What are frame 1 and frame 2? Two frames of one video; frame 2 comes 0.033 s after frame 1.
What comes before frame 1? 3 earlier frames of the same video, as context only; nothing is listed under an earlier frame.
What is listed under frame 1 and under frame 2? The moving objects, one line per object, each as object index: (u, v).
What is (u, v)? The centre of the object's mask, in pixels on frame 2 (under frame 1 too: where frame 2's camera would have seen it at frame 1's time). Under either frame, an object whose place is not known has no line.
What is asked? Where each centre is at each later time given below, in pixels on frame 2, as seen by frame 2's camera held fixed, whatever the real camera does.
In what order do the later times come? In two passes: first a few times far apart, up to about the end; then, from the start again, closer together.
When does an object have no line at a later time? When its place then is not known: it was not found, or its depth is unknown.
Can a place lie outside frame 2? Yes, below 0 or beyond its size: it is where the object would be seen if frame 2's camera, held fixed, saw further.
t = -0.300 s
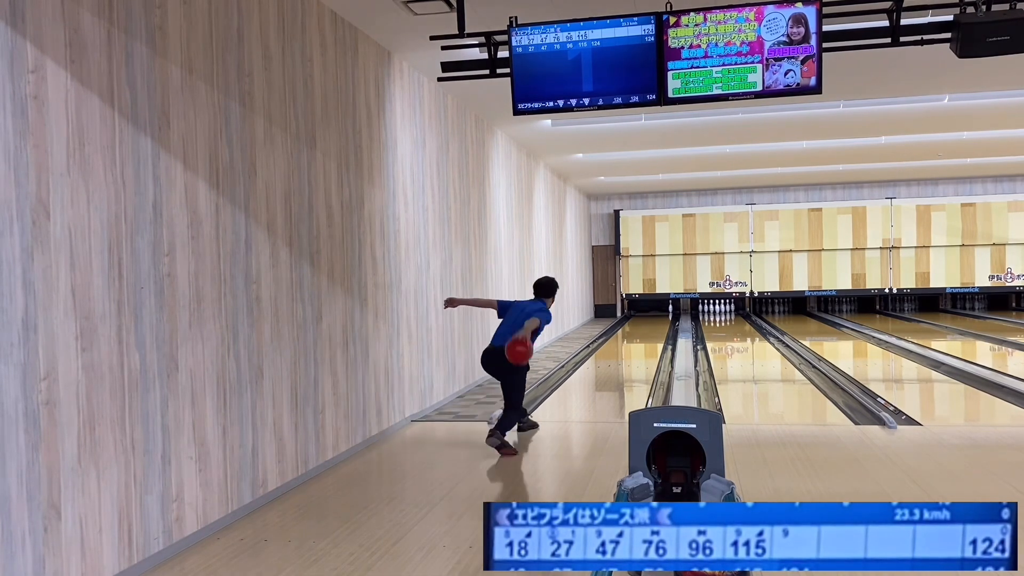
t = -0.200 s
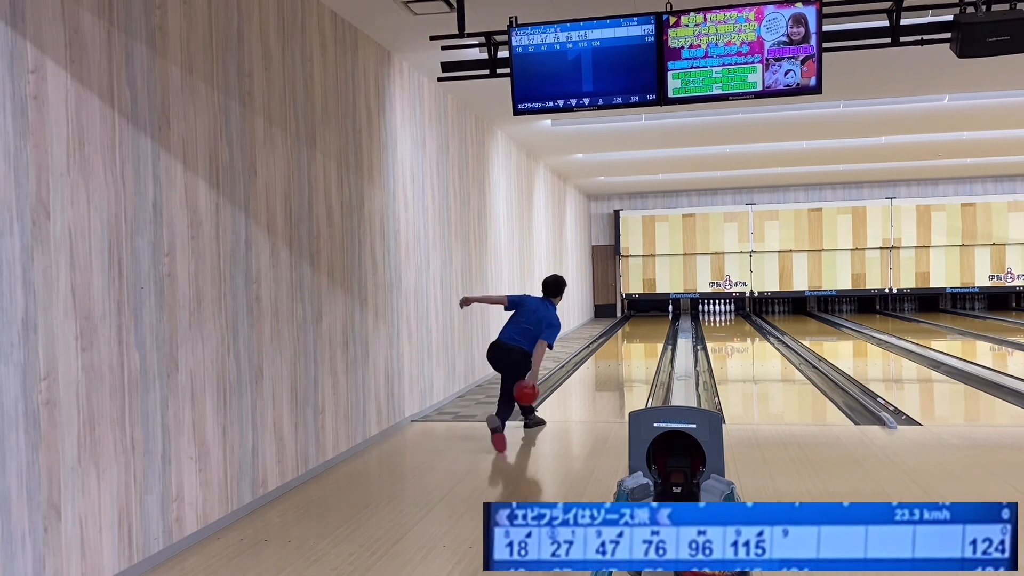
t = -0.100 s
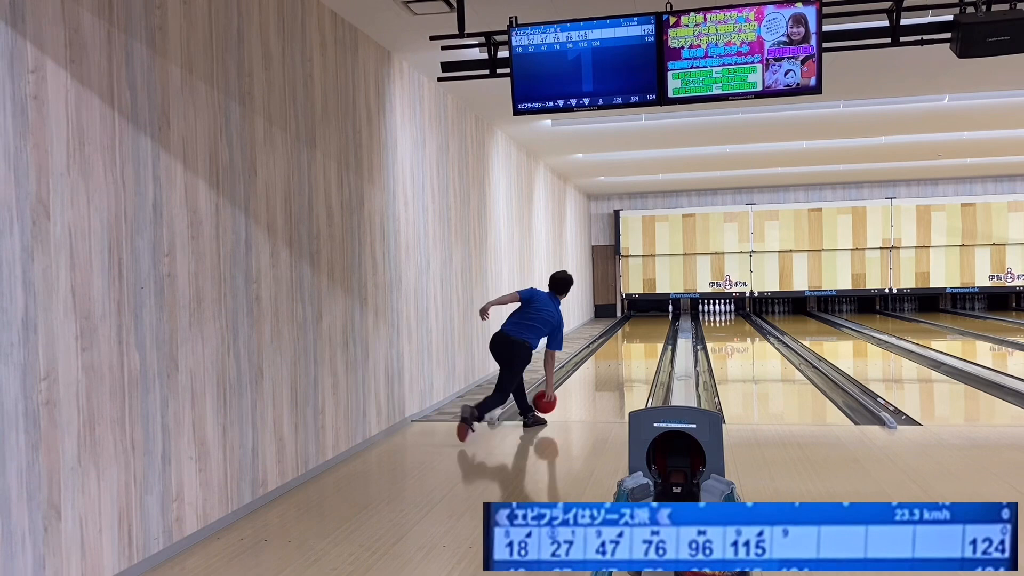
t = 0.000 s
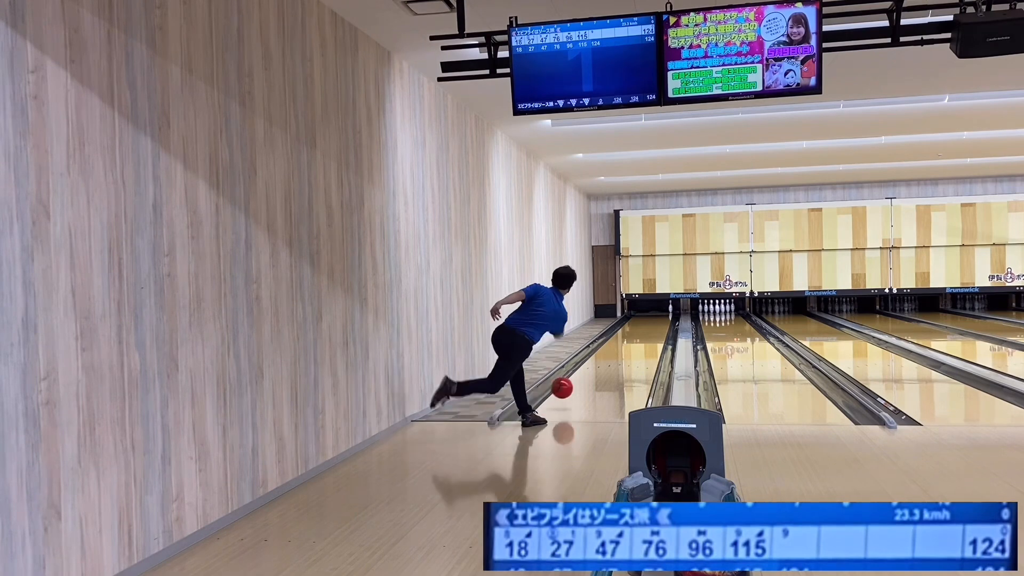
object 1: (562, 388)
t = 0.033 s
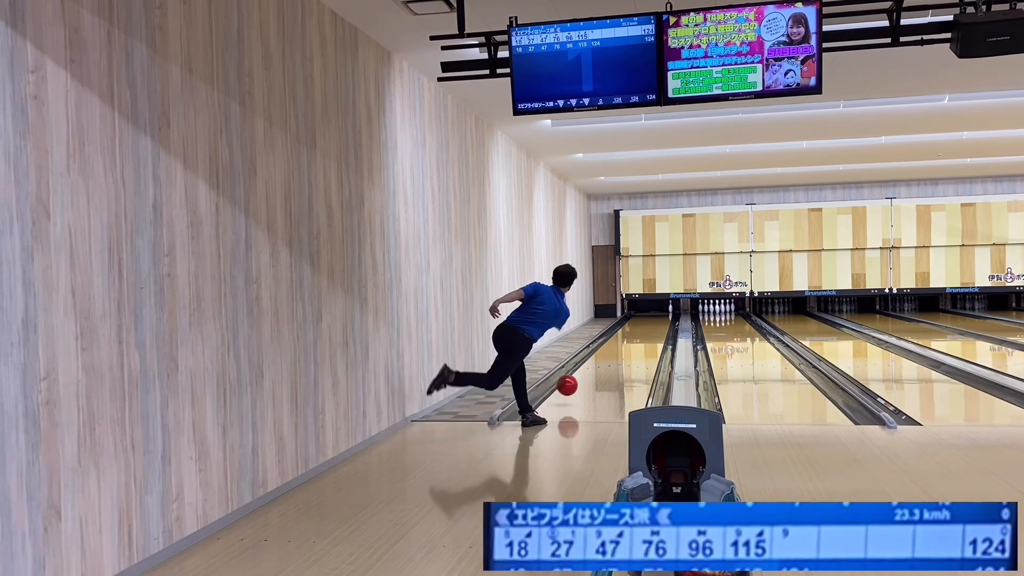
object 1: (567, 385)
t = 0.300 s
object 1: (599, 371)
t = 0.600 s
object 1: (622, 352)
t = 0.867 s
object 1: (637, 340)
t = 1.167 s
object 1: (649, 331)
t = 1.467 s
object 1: (658, 323)
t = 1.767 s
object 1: (665, 317)
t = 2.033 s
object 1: (669, 313)
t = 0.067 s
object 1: (572, 384)
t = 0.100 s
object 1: (576, 383)
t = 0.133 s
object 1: (581, 384)
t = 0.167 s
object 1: (585, 381)
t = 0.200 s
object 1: (589, 378)
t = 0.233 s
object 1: (592, 376)
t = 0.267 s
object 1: (596, 373)
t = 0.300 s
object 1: (599, 371)
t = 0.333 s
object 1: (602, 368)
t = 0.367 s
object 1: (605, 366)
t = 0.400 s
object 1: (608, 364)
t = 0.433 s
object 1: (610, 362)
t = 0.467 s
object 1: (613, 360)
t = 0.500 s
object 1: (615, 358)
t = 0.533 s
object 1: (618, 356)
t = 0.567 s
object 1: (620, 354)
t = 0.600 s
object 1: (622, 352)
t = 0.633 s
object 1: (624, 350)
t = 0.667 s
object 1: (626, 349)
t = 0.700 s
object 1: (628, 347)
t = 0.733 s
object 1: (630, 346)
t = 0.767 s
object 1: (632, 344)
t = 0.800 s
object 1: (634, 343)
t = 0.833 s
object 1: (635, 342)
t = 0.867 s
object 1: (637, 340)
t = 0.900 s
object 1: (638, 339)
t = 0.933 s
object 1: (640, 338)
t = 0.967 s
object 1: (641, 337)
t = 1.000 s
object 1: (643, 336)
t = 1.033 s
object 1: (644, 335)
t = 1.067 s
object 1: (646, 334)
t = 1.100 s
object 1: (647, 333)
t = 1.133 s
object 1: (648, 332)
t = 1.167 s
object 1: (649, 331)
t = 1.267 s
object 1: (652, 329)
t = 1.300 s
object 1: (654, 327)
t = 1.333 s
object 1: (655, 326)
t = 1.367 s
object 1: (656, 325)
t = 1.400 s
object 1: (656, 325)
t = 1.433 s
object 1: (657, 324)
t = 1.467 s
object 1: (658, 323)
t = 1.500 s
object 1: (659, 323)
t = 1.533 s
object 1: (660, 322)
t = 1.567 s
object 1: (661, 321)
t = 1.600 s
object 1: (661, 320)
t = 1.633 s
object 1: (662, 320)
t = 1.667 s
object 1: (663, 319)
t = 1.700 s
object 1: (664, 319)
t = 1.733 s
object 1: (665, 318)
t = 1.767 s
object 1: (665, 317)
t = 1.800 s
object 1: (665, 317)
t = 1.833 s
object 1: (666, 316)
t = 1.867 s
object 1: (667, 316)
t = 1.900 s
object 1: (667, 315)
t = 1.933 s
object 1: (668, 315)
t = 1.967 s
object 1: (668, 314)
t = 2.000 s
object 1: (669, 314)
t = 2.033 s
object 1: (669, 313)
